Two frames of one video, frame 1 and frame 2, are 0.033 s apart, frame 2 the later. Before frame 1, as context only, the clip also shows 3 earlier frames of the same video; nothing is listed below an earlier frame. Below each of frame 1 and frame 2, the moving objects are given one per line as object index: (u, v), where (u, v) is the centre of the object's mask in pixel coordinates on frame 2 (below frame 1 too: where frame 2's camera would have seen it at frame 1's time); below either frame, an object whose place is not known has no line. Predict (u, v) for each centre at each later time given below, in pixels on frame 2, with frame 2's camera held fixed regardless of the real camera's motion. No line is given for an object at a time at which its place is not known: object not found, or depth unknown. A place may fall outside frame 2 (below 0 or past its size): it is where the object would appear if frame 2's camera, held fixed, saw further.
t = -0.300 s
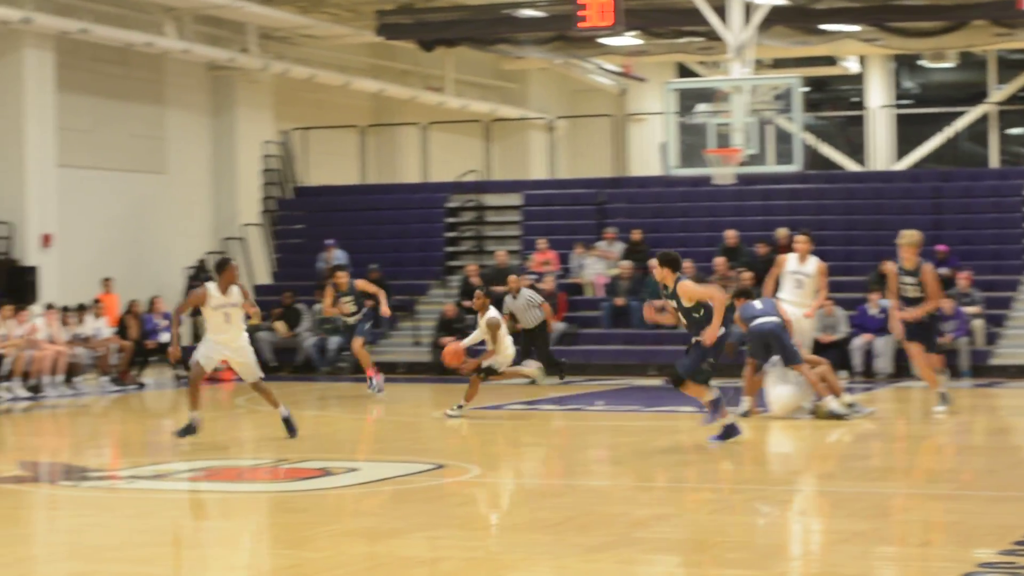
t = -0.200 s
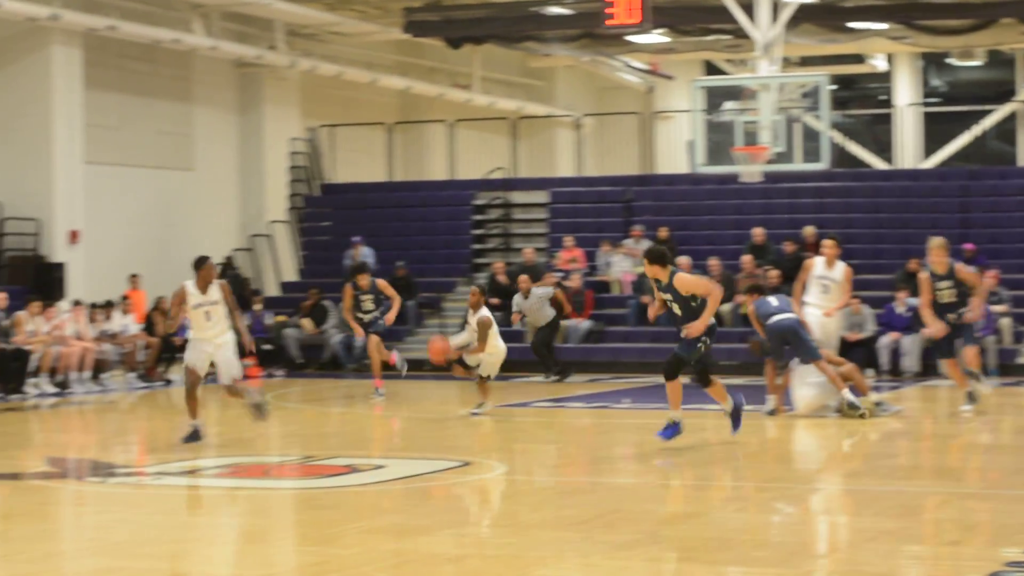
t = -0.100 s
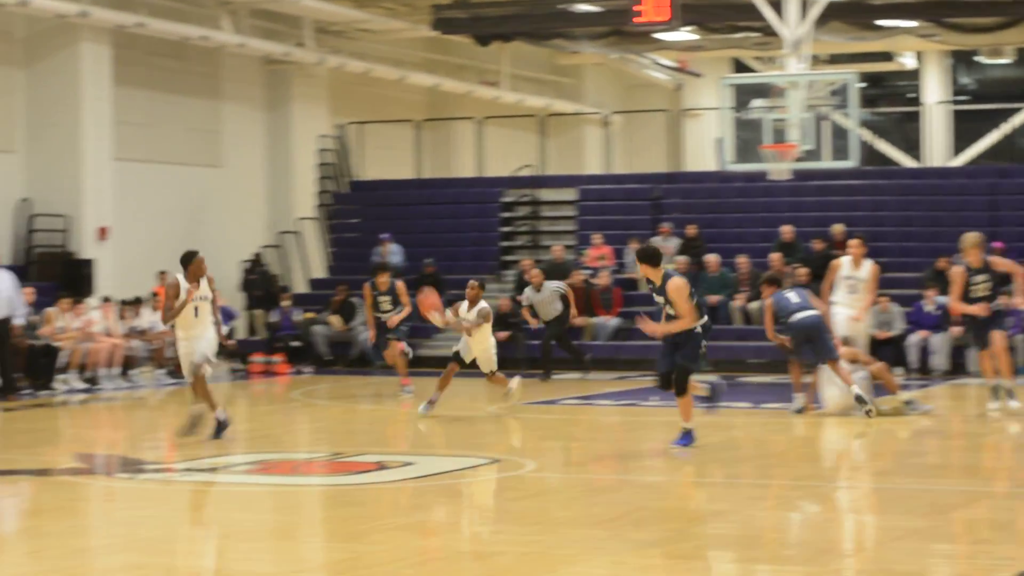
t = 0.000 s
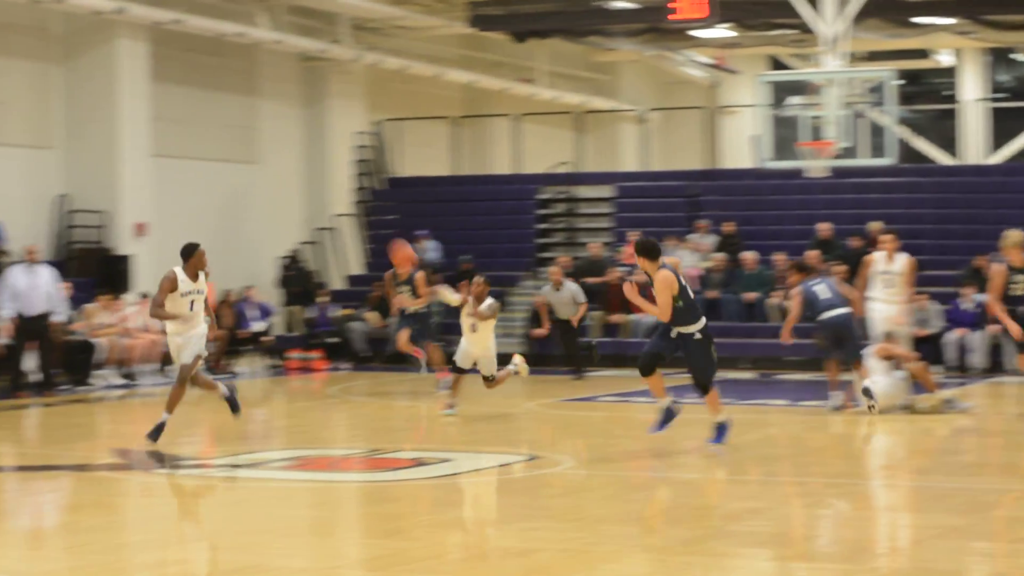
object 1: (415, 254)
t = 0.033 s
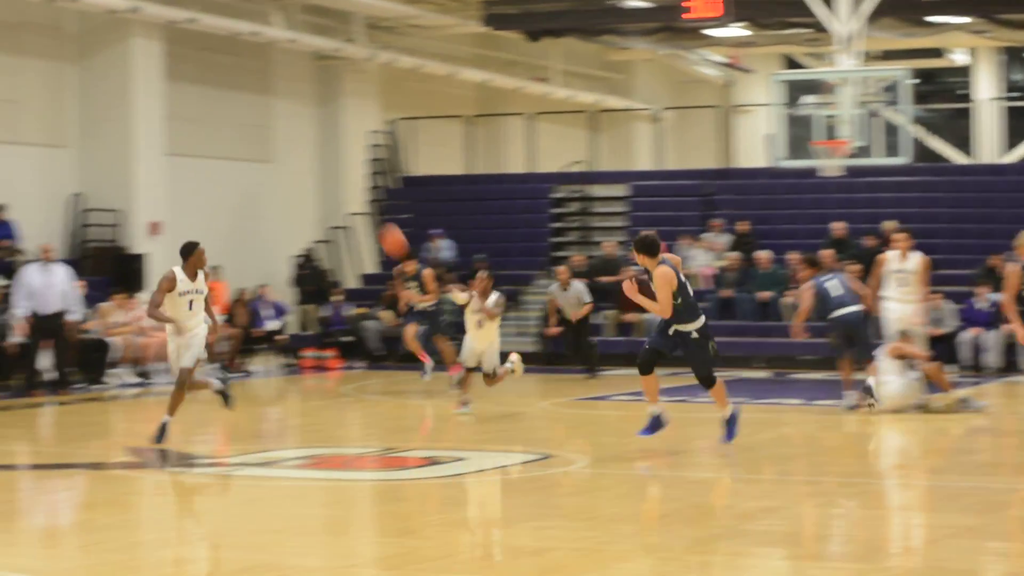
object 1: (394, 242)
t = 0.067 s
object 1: (371, 227)
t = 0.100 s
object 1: (345, 213)
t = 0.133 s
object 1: (320, 201)
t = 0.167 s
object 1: (294, 189)
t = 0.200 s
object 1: (268, 177)
